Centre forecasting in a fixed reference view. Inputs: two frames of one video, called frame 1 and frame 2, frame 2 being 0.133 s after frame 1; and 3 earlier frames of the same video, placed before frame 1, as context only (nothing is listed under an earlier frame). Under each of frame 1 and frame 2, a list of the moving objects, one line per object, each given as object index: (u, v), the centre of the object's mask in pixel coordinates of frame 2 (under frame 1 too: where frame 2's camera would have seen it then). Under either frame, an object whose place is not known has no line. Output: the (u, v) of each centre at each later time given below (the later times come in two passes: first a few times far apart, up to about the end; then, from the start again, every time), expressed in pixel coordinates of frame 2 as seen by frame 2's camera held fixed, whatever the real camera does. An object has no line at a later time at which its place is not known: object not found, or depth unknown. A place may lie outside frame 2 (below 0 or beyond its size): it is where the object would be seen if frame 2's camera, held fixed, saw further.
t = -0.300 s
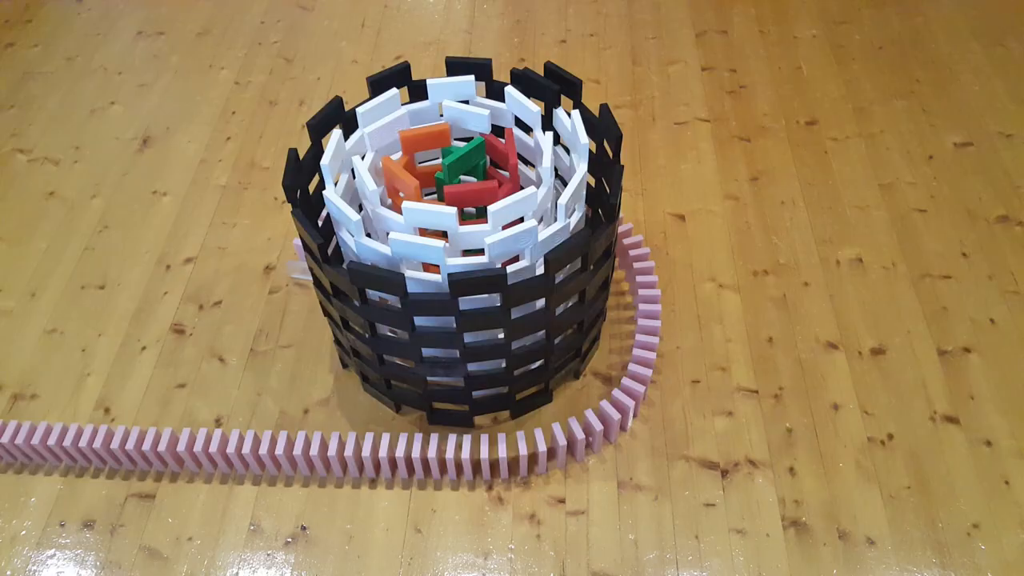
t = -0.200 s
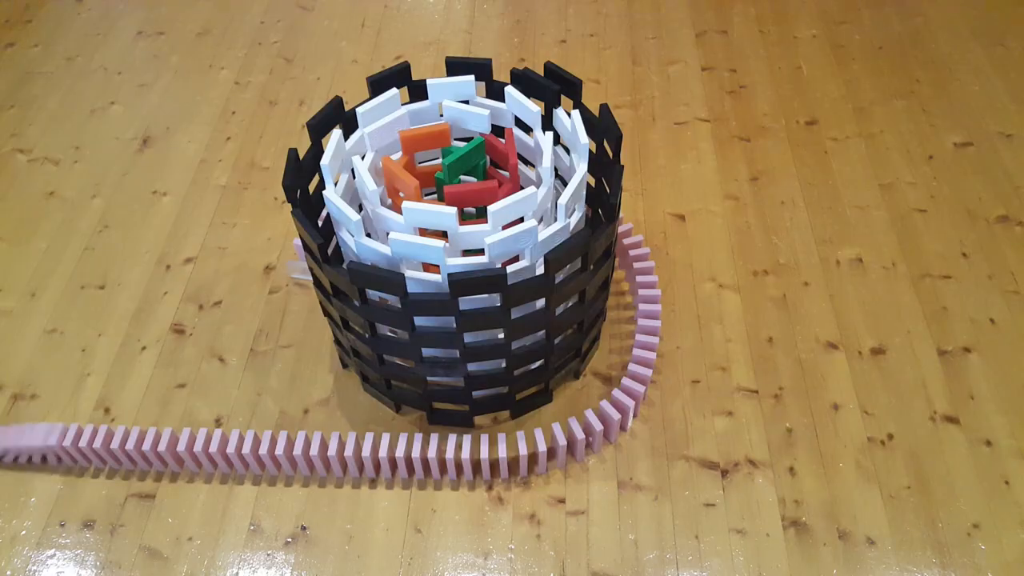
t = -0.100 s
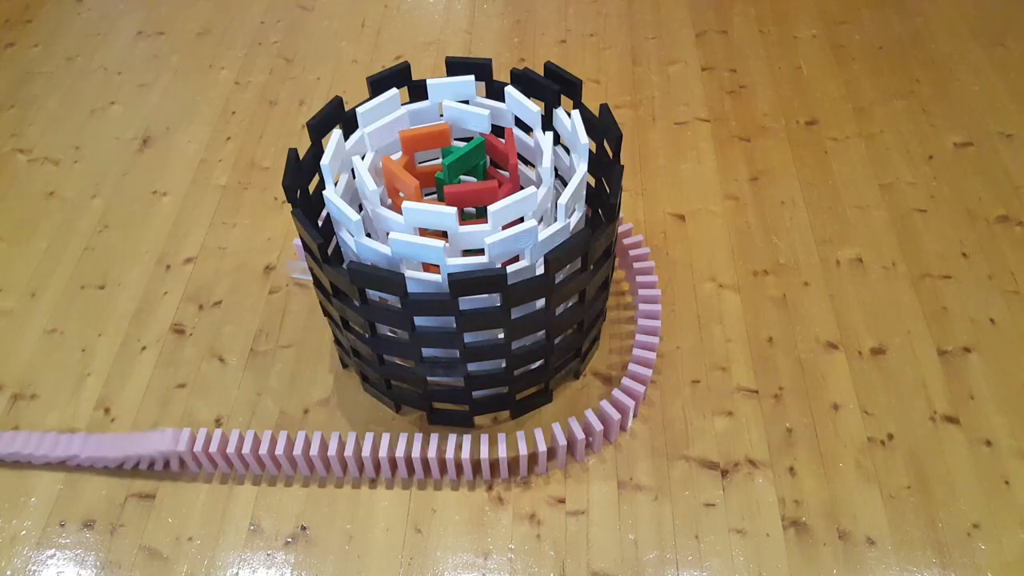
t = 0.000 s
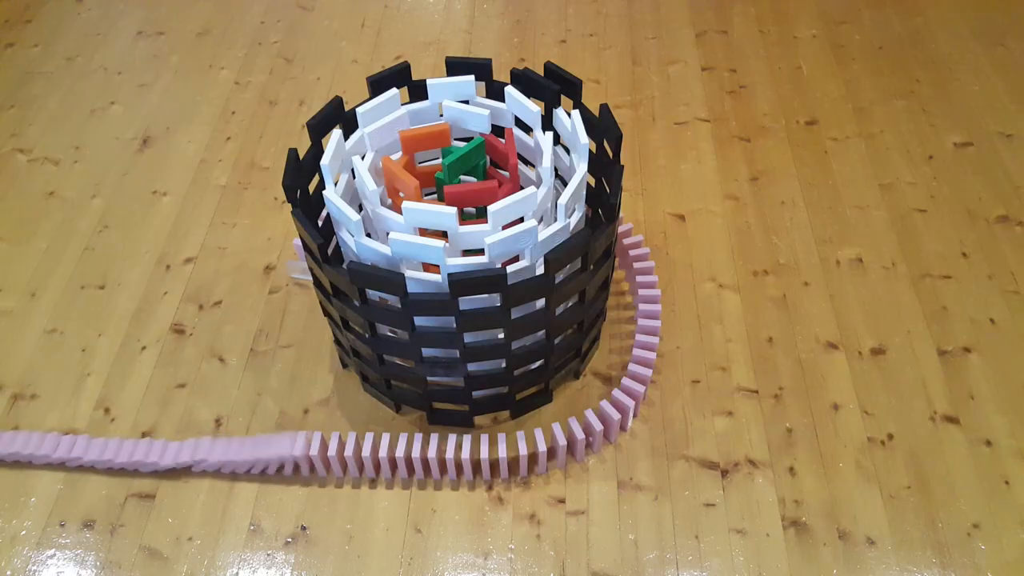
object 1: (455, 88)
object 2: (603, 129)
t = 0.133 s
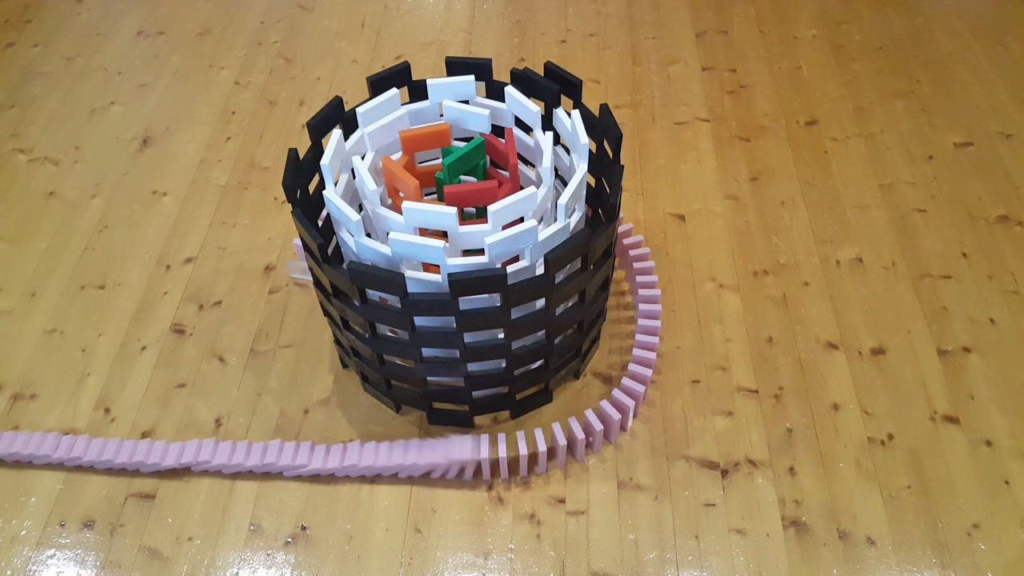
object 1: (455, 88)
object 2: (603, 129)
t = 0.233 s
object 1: (455, 88)
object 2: (603, 129)
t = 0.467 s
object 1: (455, 88)
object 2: (603, 129)
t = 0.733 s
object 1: (455, 88)
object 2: (603, 129)
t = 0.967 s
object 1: (455, 88)
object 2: (603, 129)
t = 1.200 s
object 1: (455, 88)
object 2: (603, 129)
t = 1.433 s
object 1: (454, 88)
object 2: (603, 129)
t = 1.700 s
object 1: (451, 88)
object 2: (606, 135)
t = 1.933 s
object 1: (451, 88)
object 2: (606, 169)
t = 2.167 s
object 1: (451, 88)
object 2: (649, 196)
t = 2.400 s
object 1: (451, 88)
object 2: (671, 192)
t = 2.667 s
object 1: (451, 88)
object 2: (672, 193)
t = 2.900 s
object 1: (451, 88)
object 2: (672, 193)
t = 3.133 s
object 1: (452, 98)
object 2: (672, 193)
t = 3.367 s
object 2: (672, 193)
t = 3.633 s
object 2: (672, 193)
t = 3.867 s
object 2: (672, 193)
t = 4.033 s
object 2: (672, 193)
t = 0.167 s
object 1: (455, 88)
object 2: (603, 129)
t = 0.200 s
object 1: (455, 88)
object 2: (603, 129)
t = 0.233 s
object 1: (455, 88)
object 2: (603, 129)
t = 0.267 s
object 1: (455, 88)
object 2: (603, 129)
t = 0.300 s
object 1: (455, 88)
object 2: (603, 129)
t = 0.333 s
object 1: (455, 88)
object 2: (603, 129)
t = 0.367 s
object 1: (455, 88)
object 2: (603, 129)
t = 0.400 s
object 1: (455, 88)
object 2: (603, 129)
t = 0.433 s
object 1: (455, 88)
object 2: (603, 129)
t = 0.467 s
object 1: (455, 88)
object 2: (603, 129)
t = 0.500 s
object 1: (455, 88)
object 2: (603, 129)
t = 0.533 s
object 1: (455, 88)
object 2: (603, 129)
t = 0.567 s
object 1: (455, 88)
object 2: (603, 129)
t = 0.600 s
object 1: (455, 88)
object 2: (603, 129)
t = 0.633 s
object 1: (455, 88)
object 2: (603, 129)
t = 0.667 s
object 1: (455, 88)
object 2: (603, 129)
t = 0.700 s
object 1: (455, 88)
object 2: (603, 129)
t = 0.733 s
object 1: (455, 88)
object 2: (603, 129)
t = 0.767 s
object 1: (455, 88)
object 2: (603, 129)
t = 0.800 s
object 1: (455, 88)
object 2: (603, 129)
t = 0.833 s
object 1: (455, 88)
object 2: (603, 129)
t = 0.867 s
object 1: (455, 88)
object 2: (603, 129)
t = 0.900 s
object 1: (455, 88)
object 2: (603, 129)
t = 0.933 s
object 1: (455, 88)
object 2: (603, 129)
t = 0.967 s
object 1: (455, 88)
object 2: (603, 129)
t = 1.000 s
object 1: (455, 88)
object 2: (603, 129)
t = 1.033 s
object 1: (455, 88)
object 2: (603, 129)
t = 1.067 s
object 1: (455, 88)
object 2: (603, 129)
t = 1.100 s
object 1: (455, 88)
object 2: (603, 129)
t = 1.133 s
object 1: (455, 88)
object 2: (603, 129)
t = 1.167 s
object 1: (455, 88)
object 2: (603, 129)
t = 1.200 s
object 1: (455, 88)
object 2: (603, 129)
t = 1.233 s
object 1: (455, 88)
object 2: (603, 129)
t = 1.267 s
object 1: (455, 88)
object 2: (603, 129)
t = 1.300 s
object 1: (455, 88)
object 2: (603, 129)
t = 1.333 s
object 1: (455, 88)
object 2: (603, 129)
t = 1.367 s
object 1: (455, 88)
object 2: (603, 129)
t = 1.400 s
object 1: (455, 88)
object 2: (603, 129)
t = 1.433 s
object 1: (454, 88)
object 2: (603, 129)
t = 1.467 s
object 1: (455, 88)
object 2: (603, 128)
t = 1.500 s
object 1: (454, 88)
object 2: (601, 127)
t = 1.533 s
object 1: (454, 88)
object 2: (602, 127)
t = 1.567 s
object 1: (454, 88)
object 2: (602, 128)
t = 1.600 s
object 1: (452, 88)
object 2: (605, 130)
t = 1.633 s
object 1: (451, 88)
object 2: (605, 132)
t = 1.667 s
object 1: (451, 88)
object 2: (603, 134)
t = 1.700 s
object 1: (451, 88)
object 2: (606, 135)
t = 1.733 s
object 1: (451, 88)
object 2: (606, 135)
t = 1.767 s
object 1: (451, 88)
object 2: (606, 137)
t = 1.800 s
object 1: (451, 88)
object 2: (607, 141)
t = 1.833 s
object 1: (451, 88)
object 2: (607, 148)
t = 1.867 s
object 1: (451, 88)
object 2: (605, 154)
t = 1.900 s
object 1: (451, 88)
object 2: (605, 159)
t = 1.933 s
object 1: (451, 88)
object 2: (606, 169)
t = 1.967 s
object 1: (451, 88)
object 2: (609, 188)
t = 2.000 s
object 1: (451, 88)
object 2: (615, 190)
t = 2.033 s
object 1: (451, 88)
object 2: (623, 199)
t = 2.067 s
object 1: (451, 88)
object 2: (629, 206)
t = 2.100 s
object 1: (451, 88)
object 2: (637, 201)
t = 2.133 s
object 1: (451, 88)
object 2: (644, 197)
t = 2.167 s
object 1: (451, 88)
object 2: (649, 196)
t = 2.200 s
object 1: (451, 88)
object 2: (655, 194)
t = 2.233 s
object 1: (451, 88)
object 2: (659, 195)
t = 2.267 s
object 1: (451, 88)
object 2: (664, 192)
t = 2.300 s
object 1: (451, 88)
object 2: (667, 192)
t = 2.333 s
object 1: (451, 88)
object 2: (669, 192)
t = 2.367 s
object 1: (451, 88)
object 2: (670, 191)
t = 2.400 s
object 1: (451, 88)
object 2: (671, 192)
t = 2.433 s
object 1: (451, 88)
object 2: (672, 191)
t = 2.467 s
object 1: (451, 88)
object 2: (672, 192)
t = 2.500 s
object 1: (451, 88)
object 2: (672, 192)
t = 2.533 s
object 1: (451, 88)
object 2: (672, 193)
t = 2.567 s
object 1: (451, 88)
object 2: (672, 193)
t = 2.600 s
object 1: (451, 88)
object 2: (672, 193)
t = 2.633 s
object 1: (451, 88)
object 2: (672, 193)
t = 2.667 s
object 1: (451, 88)
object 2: (672, 193)
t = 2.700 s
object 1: (451, 88)
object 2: (672, 193)
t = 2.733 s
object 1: (451, 88)
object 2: (672, 193)
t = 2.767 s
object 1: (451, 88)
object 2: (672, 193)
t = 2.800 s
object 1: (451, 88)
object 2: (672, 193)
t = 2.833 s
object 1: (451, 89)
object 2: (672, 193)
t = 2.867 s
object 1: (451, 88)
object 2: (672, 193)
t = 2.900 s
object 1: (451, 88)
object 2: (672, 193)
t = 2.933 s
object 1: (451, 88)
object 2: (672, 193)
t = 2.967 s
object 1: (452, 87)
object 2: (672, 193)
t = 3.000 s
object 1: (452, 86)
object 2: (672, 193)
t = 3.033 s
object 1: (452, 86)
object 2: (672, 193)
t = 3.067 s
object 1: (452, 89)
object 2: (672, 193)
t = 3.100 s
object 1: (452, 93)
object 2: (672, 193)
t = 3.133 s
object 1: (452, 98)
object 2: (672, 193)
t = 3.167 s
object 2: (672, 193)
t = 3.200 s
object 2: (672, 193)
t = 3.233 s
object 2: (672, 193)
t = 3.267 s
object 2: (672, 193)
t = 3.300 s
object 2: (672, 193)
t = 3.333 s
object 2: (672, 193)
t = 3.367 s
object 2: (672, 193)
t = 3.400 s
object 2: (672, 193)
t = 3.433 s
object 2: (672, 193)
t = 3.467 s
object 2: (672, 193)
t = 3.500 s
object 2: (672, 193)
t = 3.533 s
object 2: (672, 193)
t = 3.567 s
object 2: (672, 193)
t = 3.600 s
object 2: (672, 193)
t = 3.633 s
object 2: (672, 193)
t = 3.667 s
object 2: (672, 193)
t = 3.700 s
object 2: (672, 193)
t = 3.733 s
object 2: (672, 193)
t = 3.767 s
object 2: (672, 193)
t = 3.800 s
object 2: (672, 193)
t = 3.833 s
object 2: (672, 193)
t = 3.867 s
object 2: (672, 193)
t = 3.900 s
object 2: (672, 193)
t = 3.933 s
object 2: (672, 193)
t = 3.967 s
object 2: (672, 193)
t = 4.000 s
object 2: (672, 193)
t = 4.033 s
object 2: (672, 193)
